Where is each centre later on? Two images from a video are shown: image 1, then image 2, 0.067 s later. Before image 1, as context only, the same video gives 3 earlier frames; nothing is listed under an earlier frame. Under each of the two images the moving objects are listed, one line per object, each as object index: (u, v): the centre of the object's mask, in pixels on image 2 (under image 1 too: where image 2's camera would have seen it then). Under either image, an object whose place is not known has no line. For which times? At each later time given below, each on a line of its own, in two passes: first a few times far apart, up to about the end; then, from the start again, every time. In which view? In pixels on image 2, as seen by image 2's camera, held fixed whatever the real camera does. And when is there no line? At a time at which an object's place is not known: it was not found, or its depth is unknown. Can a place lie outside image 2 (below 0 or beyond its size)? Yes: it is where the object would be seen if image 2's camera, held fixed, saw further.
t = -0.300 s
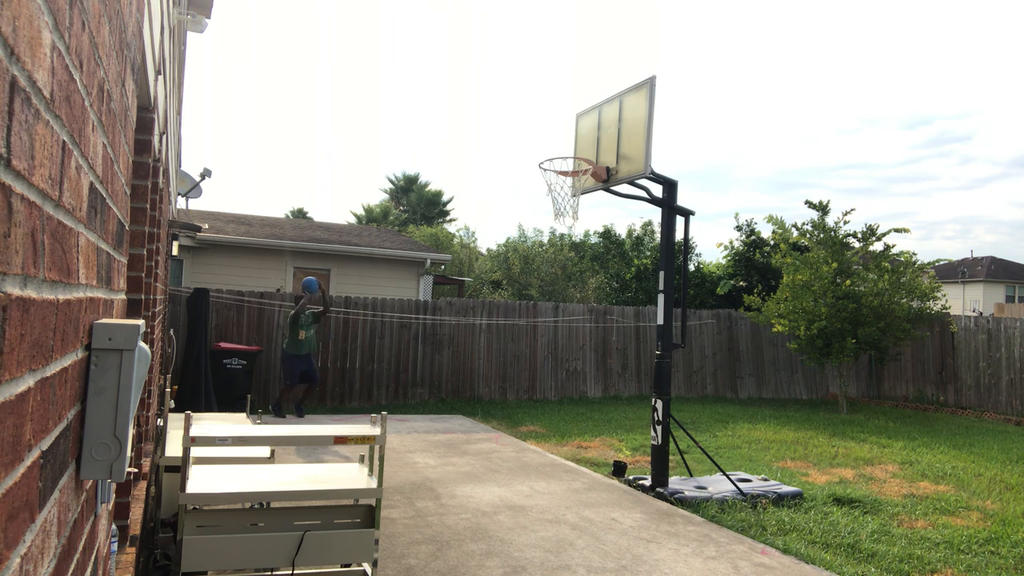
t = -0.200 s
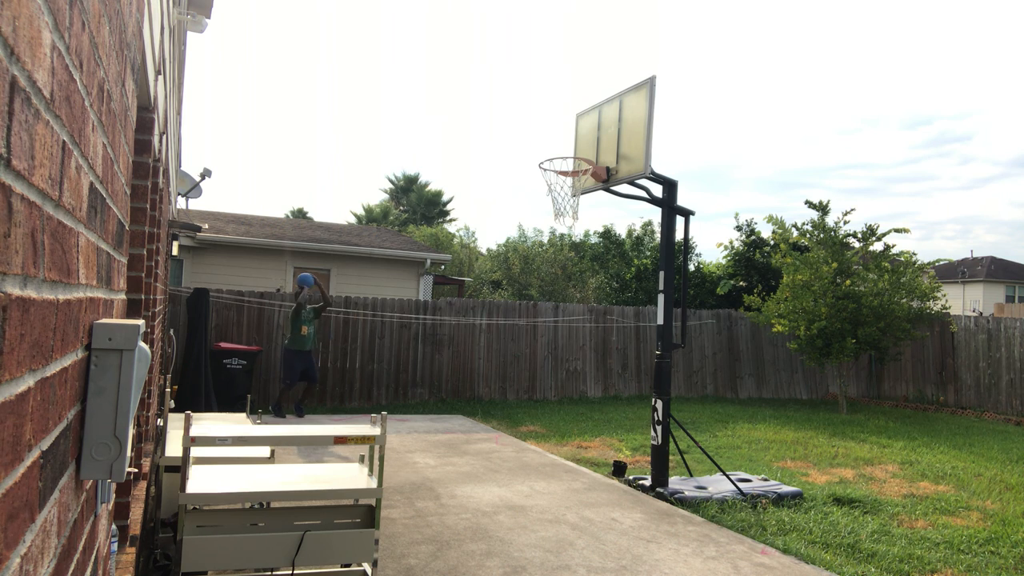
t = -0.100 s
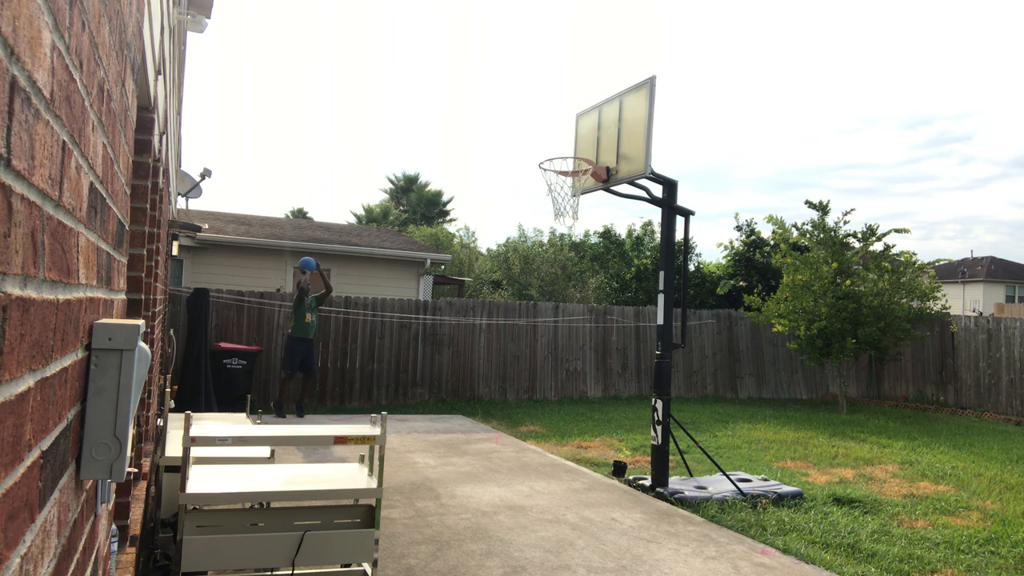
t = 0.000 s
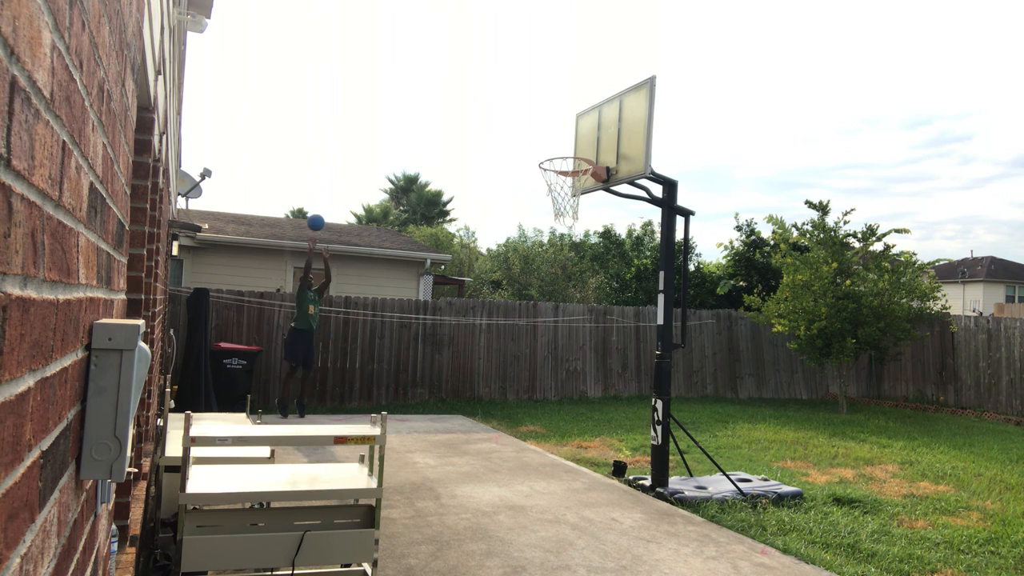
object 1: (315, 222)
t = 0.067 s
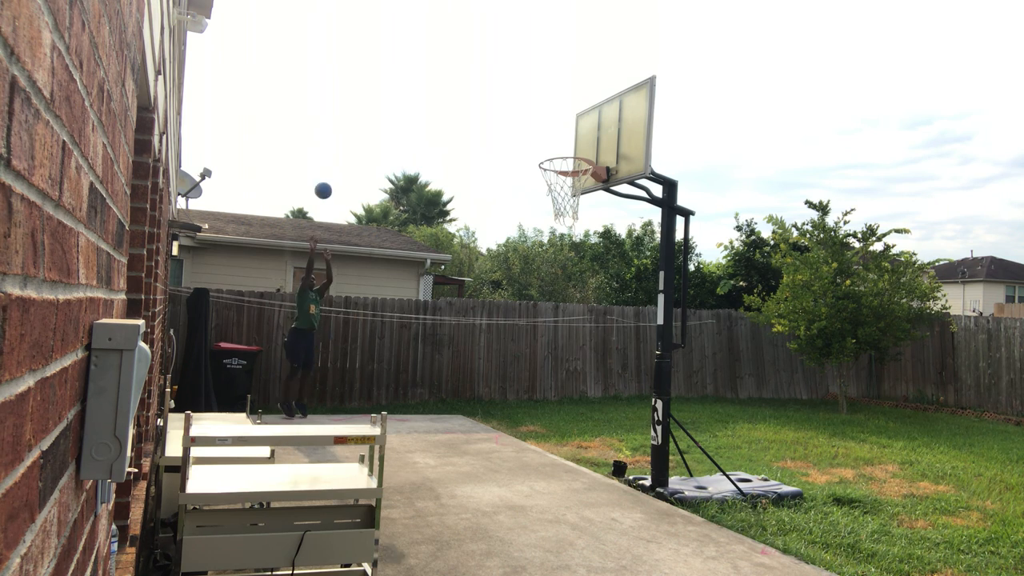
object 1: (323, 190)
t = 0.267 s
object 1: (344, 115)
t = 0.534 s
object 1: (369, 61)
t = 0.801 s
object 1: (393, 65)
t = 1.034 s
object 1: (412, 120)
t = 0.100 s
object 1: (327, 176)
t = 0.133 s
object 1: (330, 162)
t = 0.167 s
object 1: (334, 149)
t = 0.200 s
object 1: (337, 137)
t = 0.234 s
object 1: (341, 125)
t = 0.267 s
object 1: (344, 115)
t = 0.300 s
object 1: (347, 105)
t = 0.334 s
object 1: (350, 96)
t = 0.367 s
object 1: (353, 88)
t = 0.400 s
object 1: (357, 81)
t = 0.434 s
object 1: (360, 75)
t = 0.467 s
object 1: (363, 69)
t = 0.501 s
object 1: (366, 65)
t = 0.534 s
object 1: (369, 61)
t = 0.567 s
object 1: (372, 58)
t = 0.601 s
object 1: (375, 56)
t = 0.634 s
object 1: (378, 55)
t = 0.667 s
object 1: (381, 56)
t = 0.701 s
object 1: (384, 56)
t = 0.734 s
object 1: (387, 58)
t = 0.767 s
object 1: (390, 61)
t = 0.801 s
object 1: (393, 65)
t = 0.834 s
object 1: (395, 69)
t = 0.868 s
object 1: (398, 75)
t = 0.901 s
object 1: (401, 82)
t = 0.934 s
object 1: (404, 90)
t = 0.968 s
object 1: (407, 99)
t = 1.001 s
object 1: (410, 109)
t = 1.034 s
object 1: (412, 120)
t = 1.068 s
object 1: (415, 132)
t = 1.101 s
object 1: (417, 145)
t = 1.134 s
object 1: (420, 160)
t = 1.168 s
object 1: (422, 175)
